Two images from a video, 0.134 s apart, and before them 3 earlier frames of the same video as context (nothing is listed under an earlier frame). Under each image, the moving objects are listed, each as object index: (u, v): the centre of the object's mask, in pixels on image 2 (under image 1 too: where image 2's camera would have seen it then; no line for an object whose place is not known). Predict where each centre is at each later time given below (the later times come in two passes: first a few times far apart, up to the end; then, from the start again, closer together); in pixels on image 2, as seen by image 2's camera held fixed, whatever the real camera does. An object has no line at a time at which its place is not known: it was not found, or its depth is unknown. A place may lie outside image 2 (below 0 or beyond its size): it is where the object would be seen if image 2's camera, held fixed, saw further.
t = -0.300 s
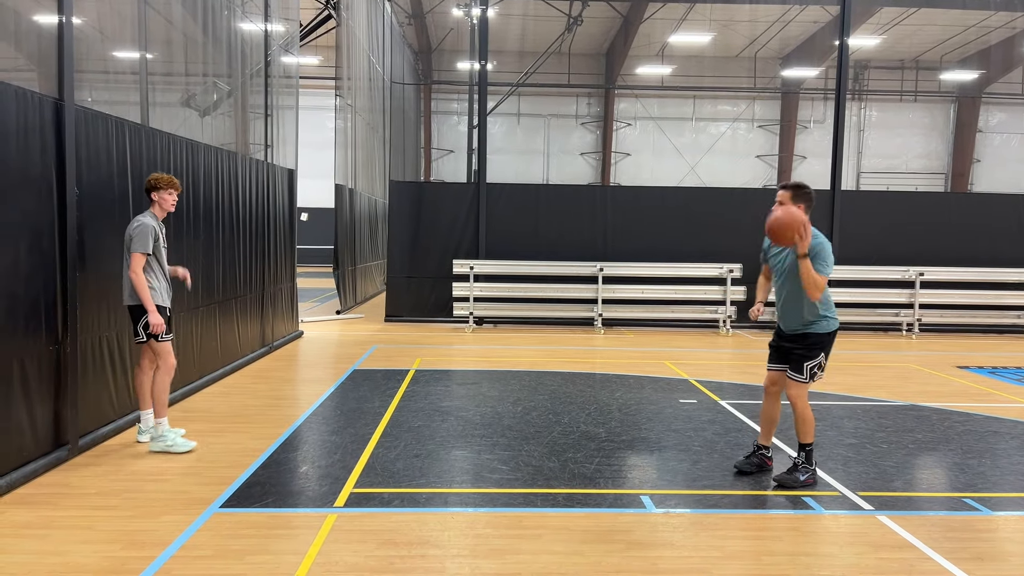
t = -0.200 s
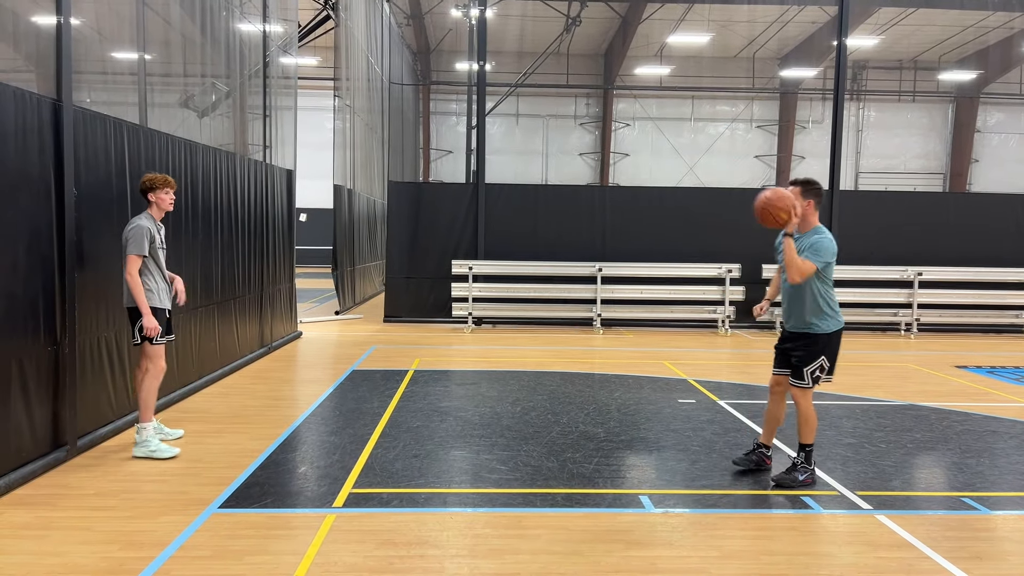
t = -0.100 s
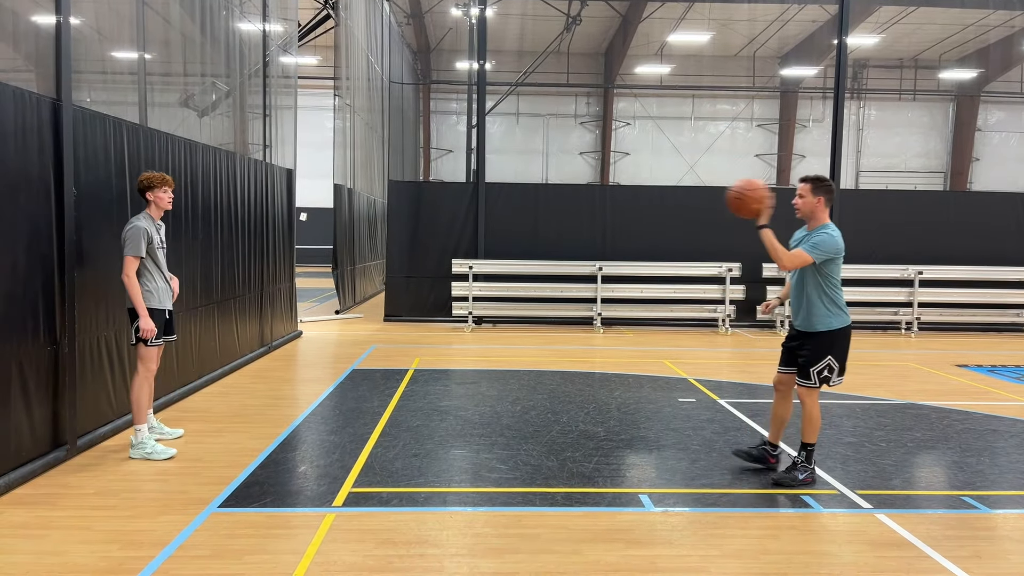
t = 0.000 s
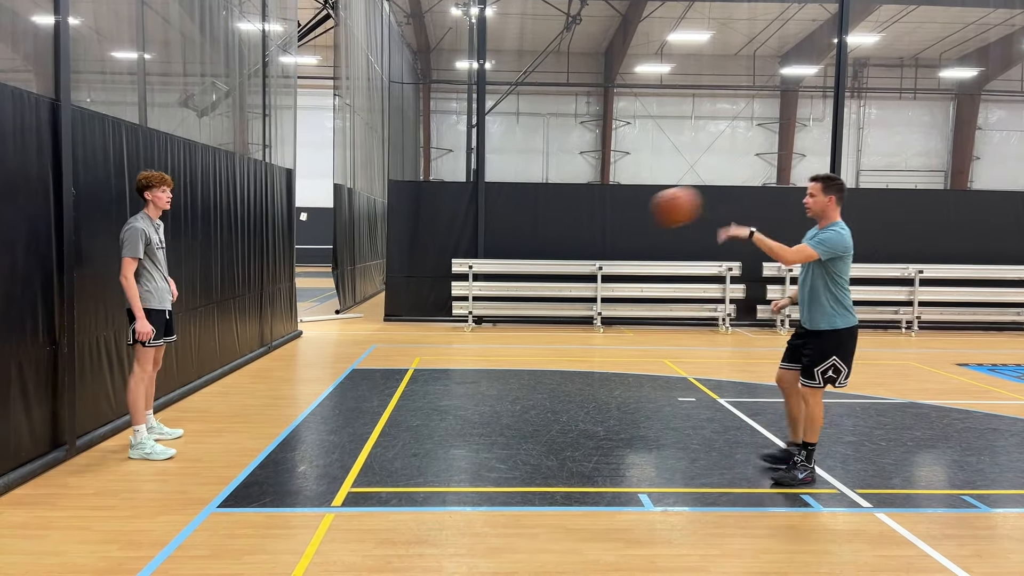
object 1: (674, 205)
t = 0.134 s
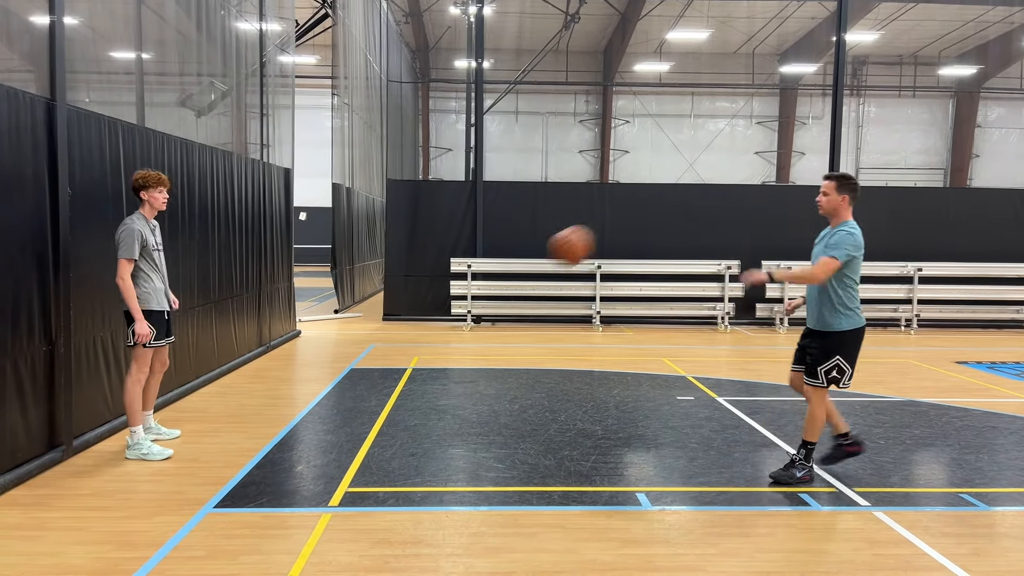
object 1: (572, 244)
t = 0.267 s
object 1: (477, 311)
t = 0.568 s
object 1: (315, 377)
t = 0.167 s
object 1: (548, 259)
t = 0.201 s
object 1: (525, 274)
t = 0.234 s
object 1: (500, 292)
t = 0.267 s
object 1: (477, 311)
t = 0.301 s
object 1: (452, 330)
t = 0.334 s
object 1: (430, 351)
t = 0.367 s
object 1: (408, 374)
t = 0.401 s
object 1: (386, 397)
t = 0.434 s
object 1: (365, 421)
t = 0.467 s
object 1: (347, 437)
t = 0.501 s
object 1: (337, 415)
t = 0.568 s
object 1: (315, 377)
